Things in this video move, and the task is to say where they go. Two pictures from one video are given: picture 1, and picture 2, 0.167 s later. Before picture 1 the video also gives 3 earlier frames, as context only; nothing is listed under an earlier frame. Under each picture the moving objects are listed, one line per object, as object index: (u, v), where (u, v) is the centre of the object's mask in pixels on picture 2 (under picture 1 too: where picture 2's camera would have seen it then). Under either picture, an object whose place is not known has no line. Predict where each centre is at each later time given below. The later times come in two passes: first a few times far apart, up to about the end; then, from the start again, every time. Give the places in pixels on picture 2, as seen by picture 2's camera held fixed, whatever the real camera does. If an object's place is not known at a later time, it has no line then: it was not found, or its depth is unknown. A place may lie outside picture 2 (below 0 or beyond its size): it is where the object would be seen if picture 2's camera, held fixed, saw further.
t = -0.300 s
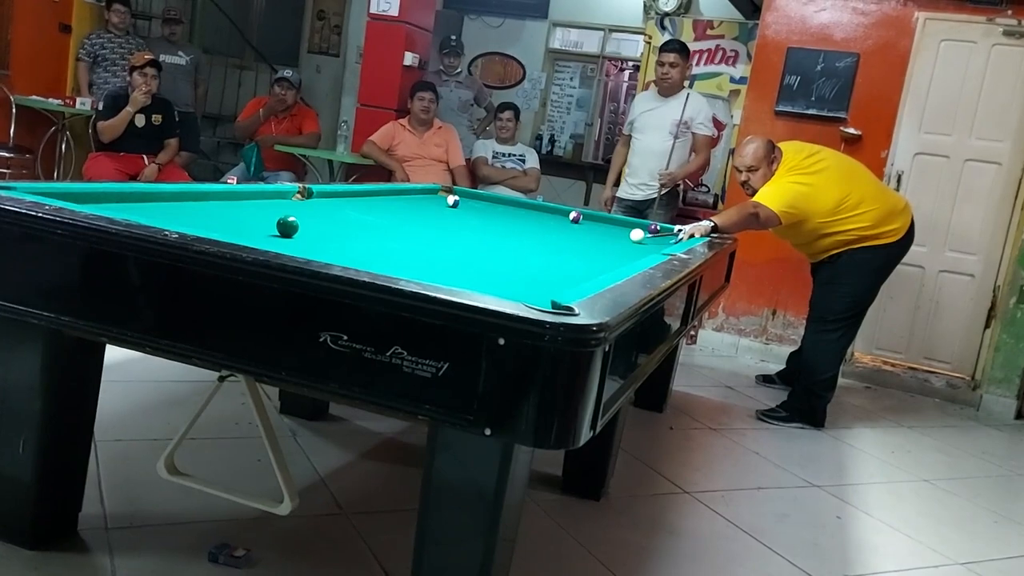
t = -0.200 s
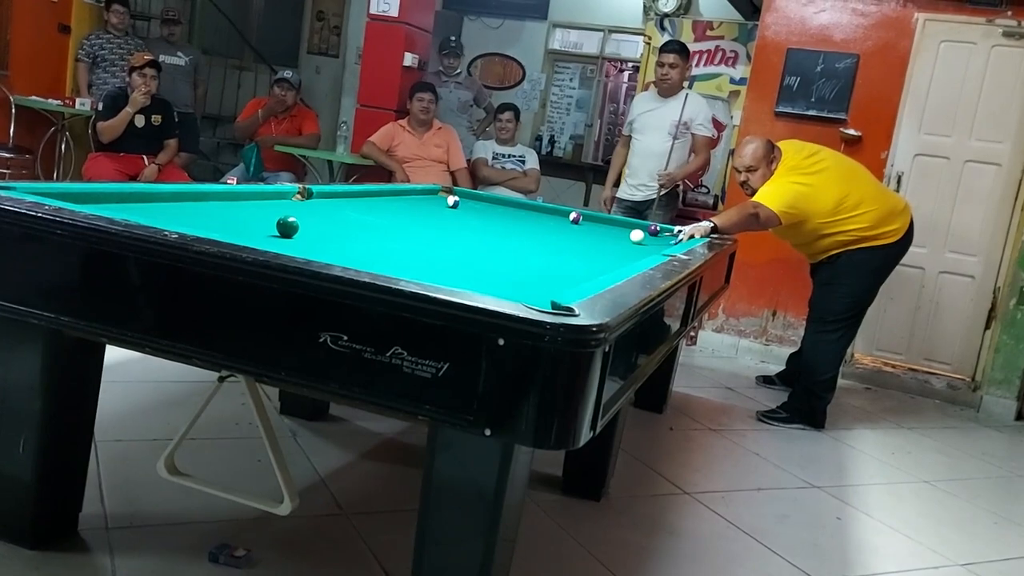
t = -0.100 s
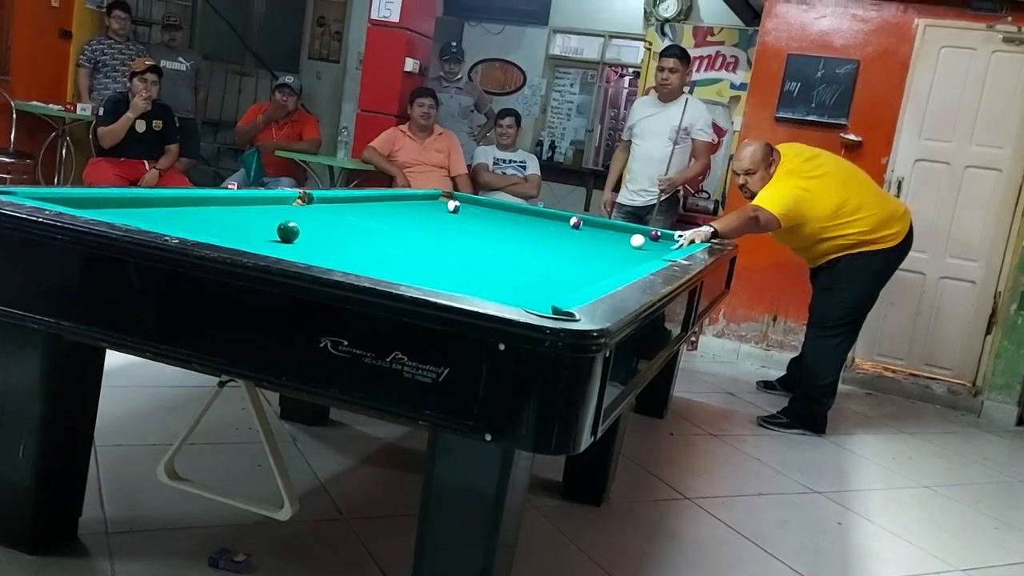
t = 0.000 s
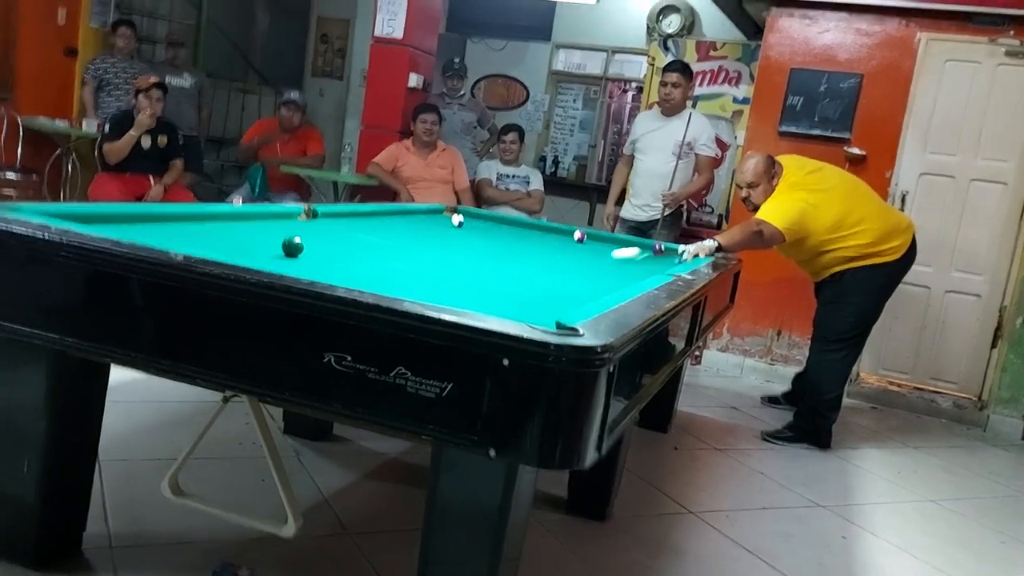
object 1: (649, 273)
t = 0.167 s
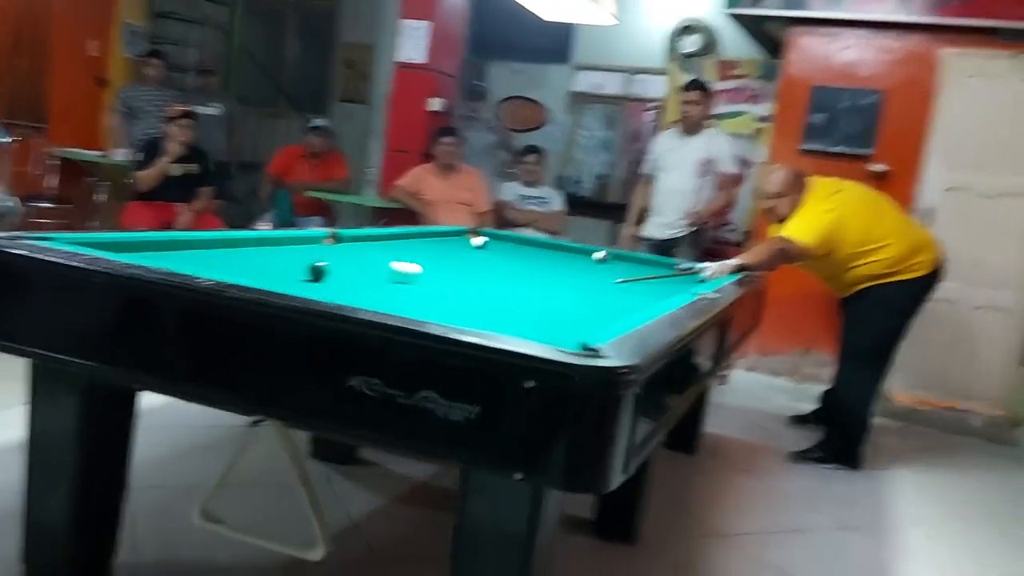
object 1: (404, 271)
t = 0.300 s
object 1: (356, 285)
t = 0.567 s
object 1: (418, 307)
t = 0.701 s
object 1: (500, 318)
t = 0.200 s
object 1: (344, 271)
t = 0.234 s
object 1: (345, 275)
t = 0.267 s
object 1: (351, 280)
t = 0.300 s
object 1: (356, 285)
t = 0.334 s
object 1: (360, 288)
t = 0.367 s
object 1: (364, 291)
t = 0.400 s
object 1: (367, 293)
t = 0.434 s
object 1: (371, 296)
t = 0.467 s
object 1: (375, 298)
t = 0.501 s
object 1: (379, 300)
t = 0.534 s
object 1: (396, 304)
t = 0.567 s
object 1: (418, 307)
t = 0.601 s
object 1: (440, 310)
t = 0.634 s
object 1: (460, 313)
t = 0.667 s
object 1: (481, 316)
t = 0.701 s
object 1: (500, 318)
